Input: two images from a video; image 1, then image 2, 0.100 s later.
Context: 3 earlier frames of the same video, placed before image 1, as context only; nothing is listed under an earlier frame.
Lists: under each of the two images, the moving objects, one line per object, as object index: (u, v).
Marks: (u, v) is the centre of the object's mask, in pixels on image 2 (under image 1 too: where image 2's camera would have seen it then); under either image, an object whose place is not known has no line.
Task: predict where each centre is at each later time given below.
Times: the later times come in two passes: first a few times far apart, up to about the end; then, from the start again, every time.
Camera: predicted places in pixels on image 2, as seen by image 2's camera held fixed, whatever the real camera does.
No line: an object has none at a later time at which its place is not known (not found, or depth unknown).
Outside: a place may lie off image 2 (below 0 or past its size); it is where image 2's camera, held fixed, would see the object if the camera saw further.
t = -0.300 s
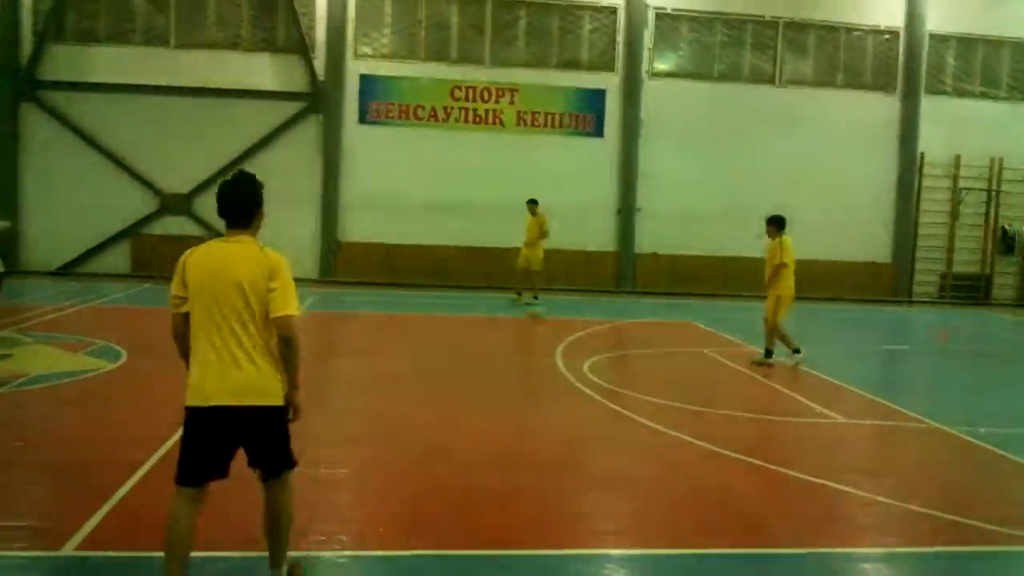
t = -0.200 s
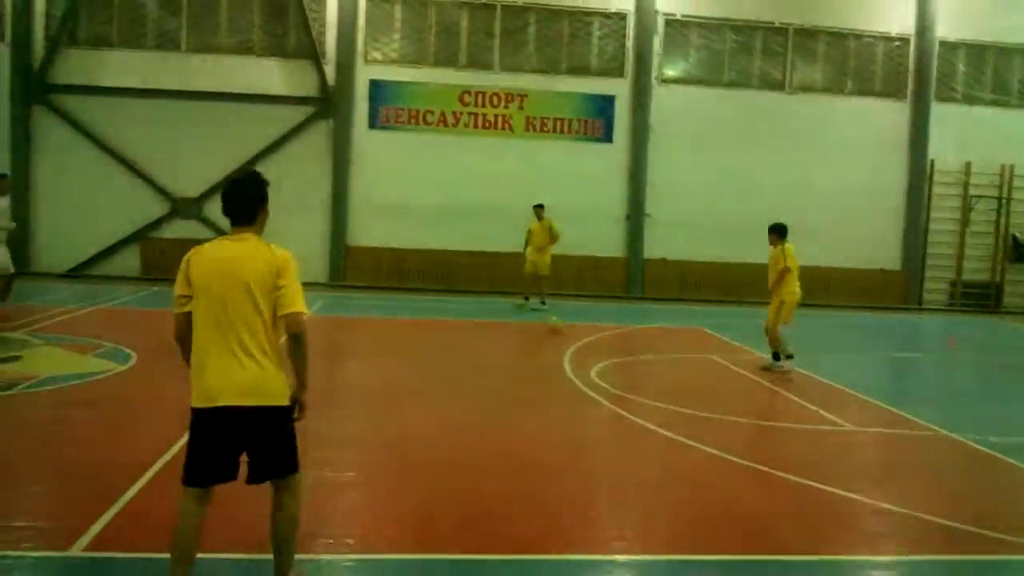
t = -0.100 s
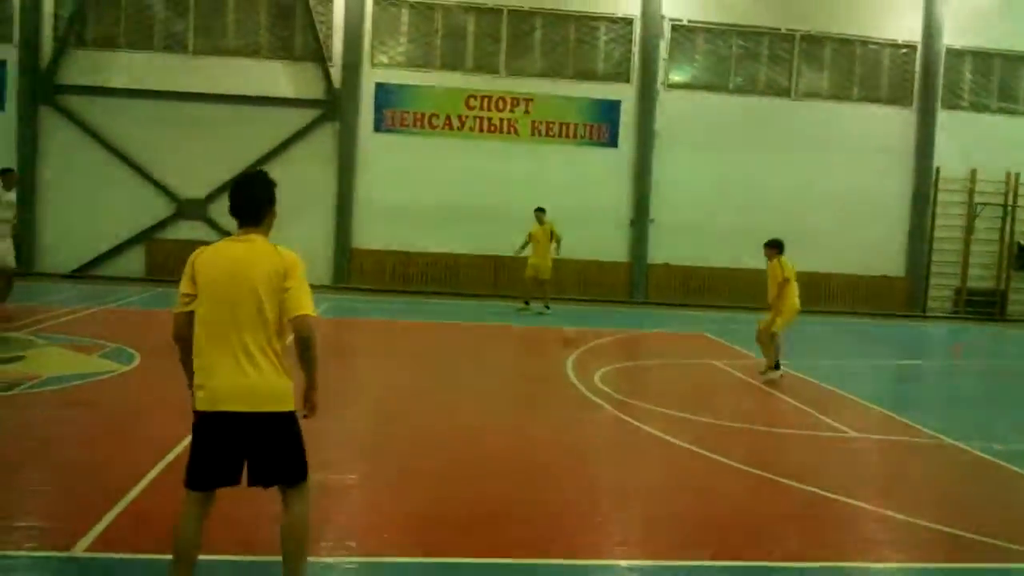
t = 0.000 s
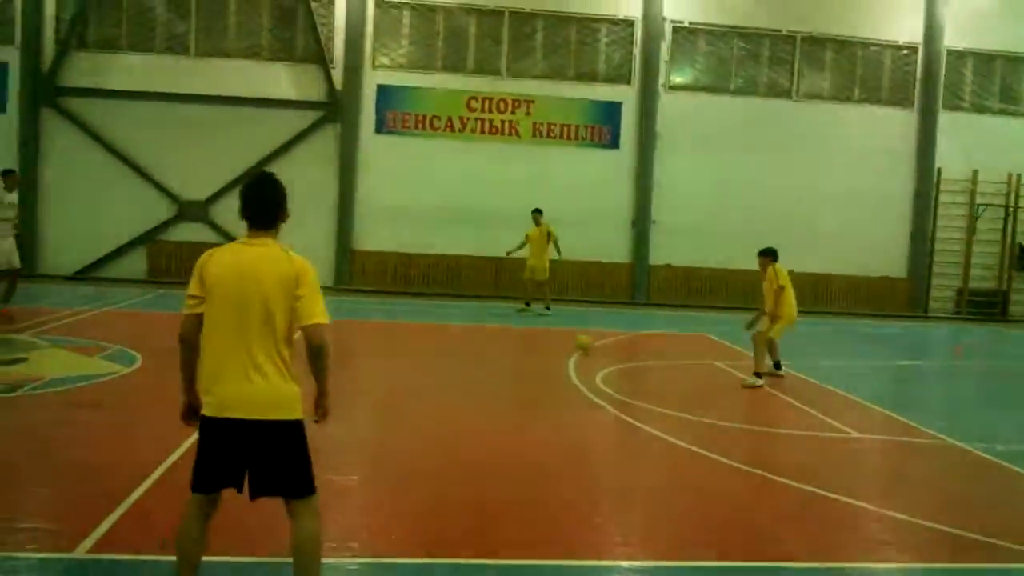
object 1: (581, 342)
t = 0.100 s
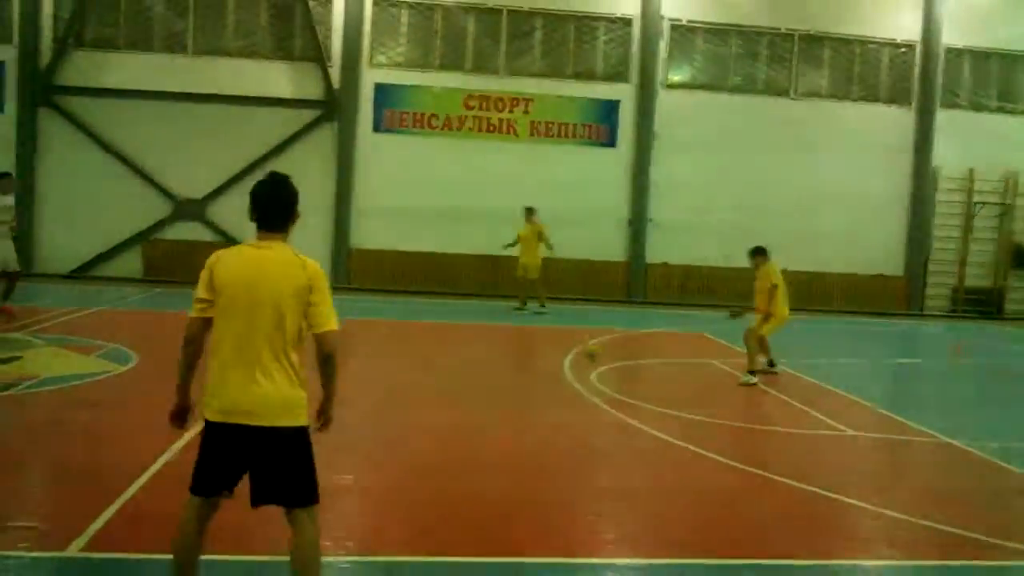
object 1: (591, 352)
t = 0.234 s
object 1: (614, 362)
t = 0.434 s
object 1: (639, 378)
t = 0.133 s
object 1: (596, 354)
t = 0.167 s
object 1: (605, 355)
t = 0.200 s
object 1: (608, 357)
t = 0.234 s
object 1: (614, 362)
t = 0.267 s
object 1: (620, 365)
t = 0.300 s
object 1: (623, 365)
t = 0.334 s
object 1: (628, 367)
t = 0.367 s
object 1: (631, 369)
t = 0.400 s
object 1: (636, 371)
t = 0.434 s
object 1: (639, 378)
